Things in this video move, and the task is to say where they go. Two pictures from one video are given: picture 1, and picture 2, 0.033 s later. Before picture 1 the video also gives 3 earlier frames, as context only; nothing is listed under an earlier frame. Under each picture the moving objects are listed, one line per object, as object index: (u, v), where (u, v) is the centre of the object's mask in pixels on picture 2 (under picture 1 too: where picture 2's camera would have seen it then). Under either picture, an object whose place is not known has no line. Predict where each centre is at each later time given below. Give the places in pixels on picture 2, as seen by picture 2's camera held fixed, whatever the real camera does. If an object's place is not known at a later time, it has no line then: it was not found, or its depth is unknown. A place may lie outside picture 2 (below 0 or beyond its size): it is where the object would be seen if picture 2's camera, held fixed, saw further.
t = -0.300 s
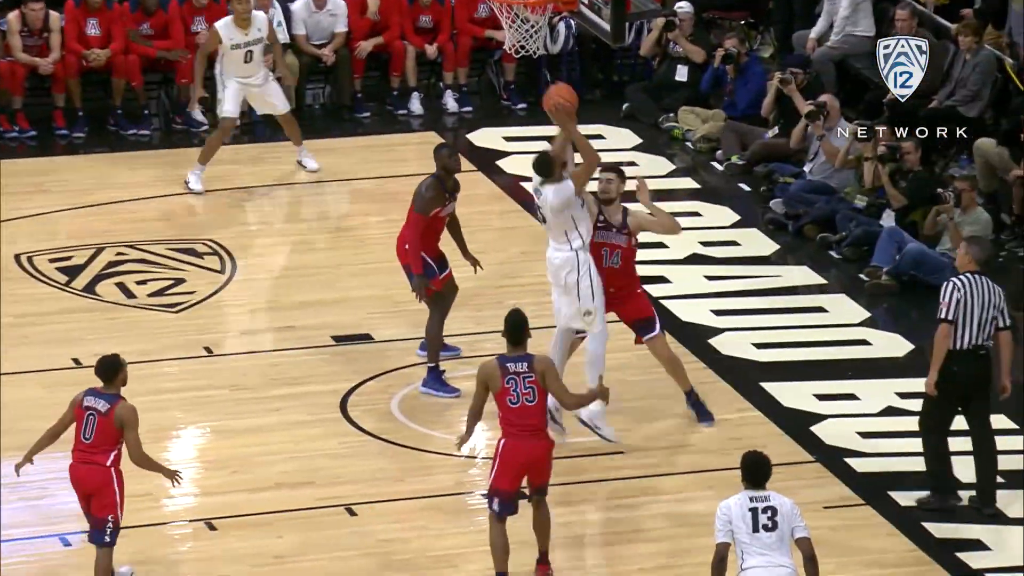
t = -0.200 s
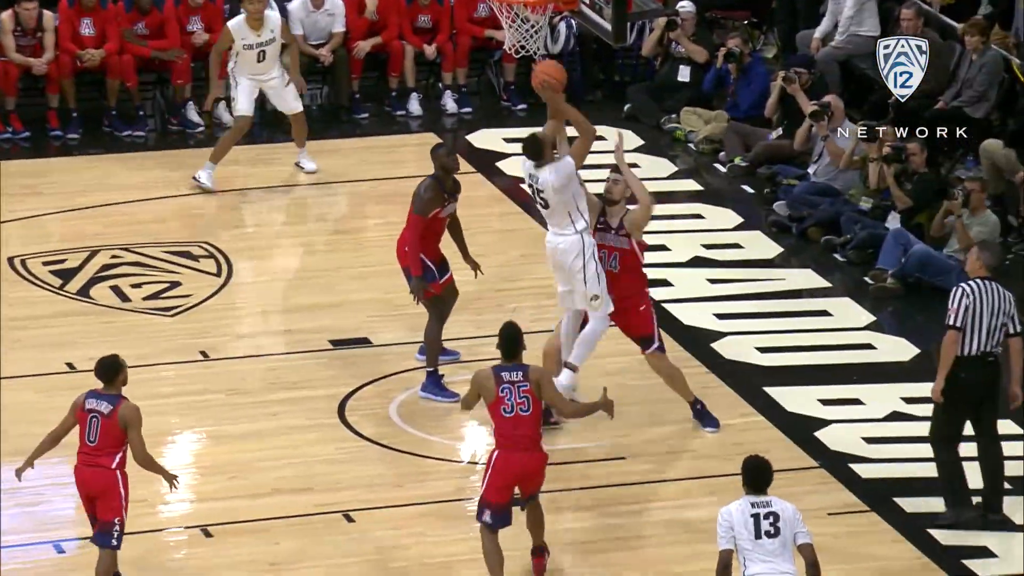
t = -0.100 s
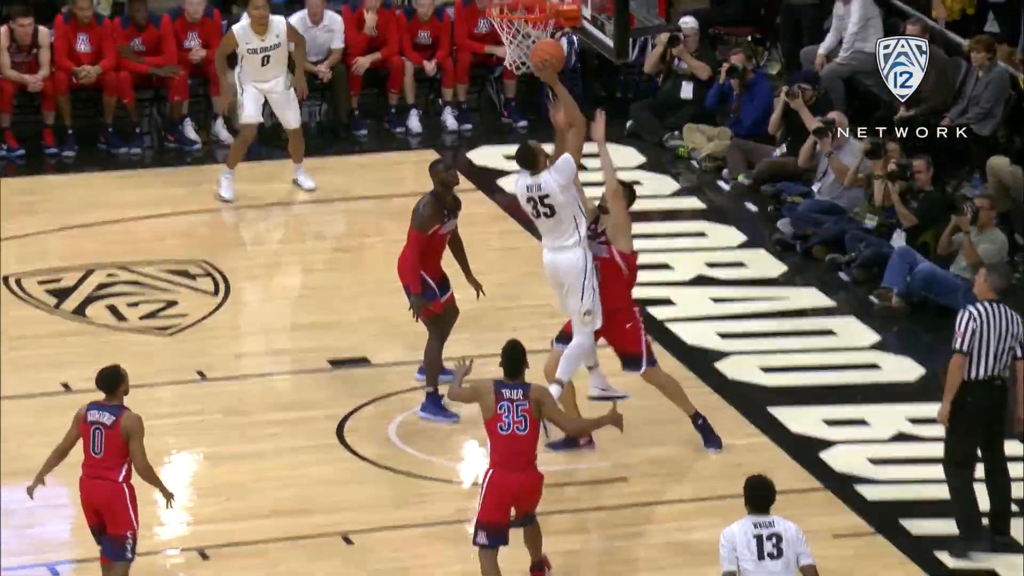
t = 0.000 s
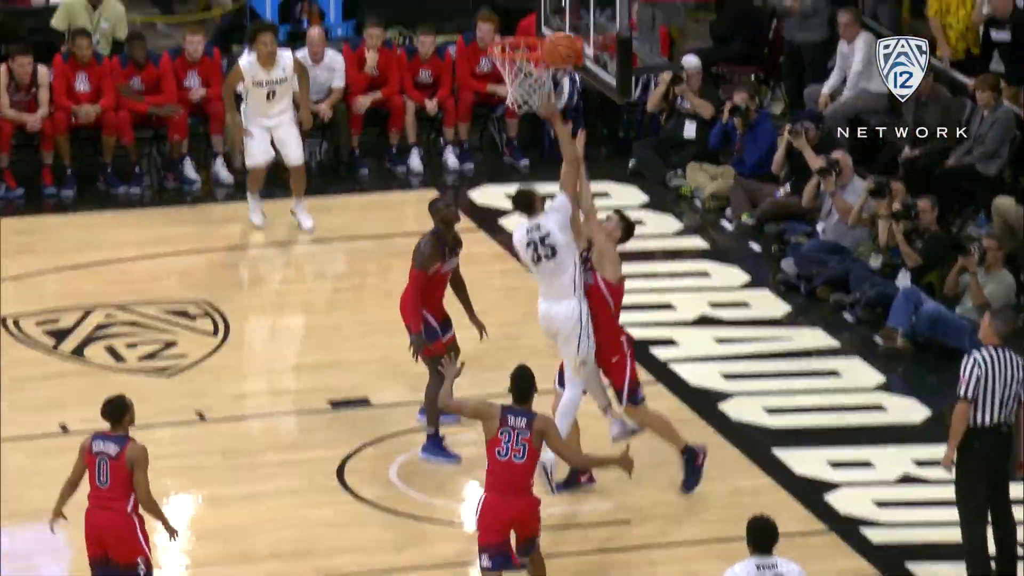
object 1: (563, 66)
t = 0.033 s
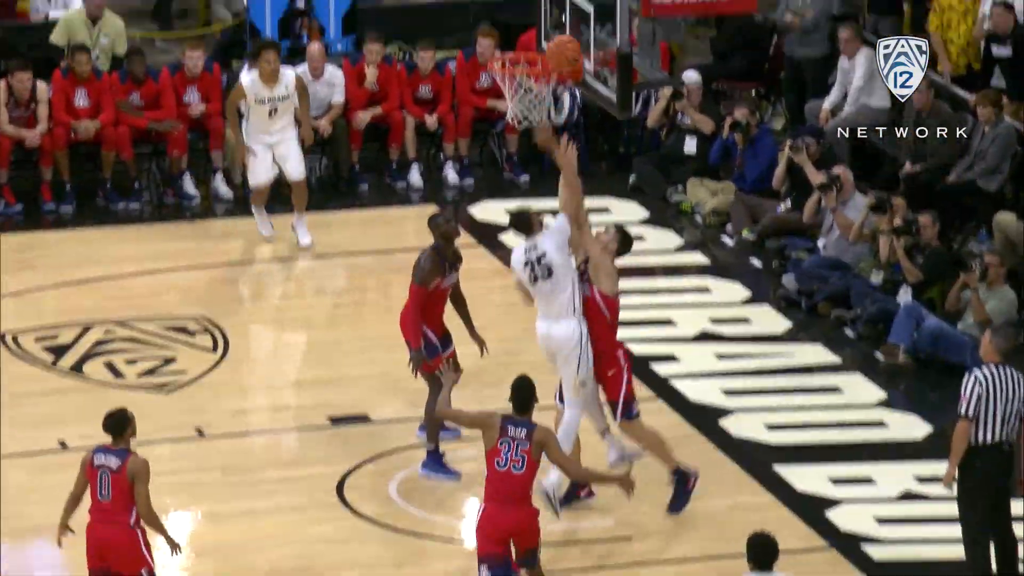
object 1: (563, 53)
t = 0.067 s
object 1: (567, 41)
